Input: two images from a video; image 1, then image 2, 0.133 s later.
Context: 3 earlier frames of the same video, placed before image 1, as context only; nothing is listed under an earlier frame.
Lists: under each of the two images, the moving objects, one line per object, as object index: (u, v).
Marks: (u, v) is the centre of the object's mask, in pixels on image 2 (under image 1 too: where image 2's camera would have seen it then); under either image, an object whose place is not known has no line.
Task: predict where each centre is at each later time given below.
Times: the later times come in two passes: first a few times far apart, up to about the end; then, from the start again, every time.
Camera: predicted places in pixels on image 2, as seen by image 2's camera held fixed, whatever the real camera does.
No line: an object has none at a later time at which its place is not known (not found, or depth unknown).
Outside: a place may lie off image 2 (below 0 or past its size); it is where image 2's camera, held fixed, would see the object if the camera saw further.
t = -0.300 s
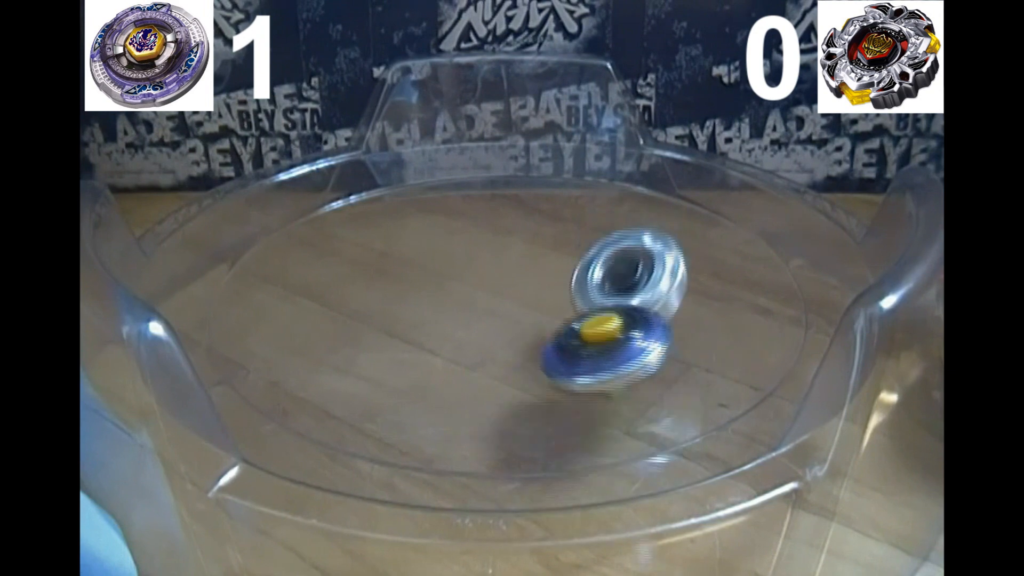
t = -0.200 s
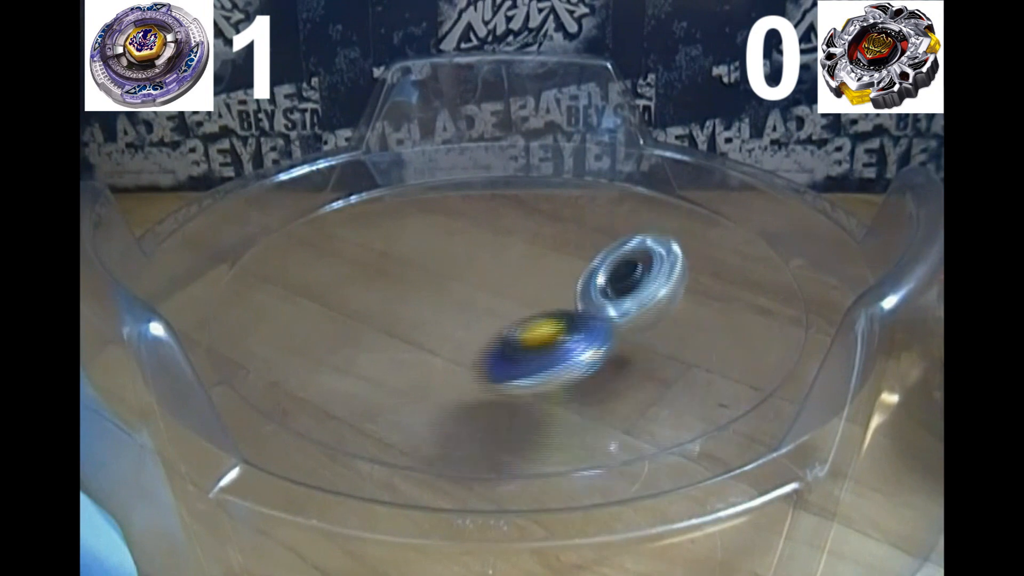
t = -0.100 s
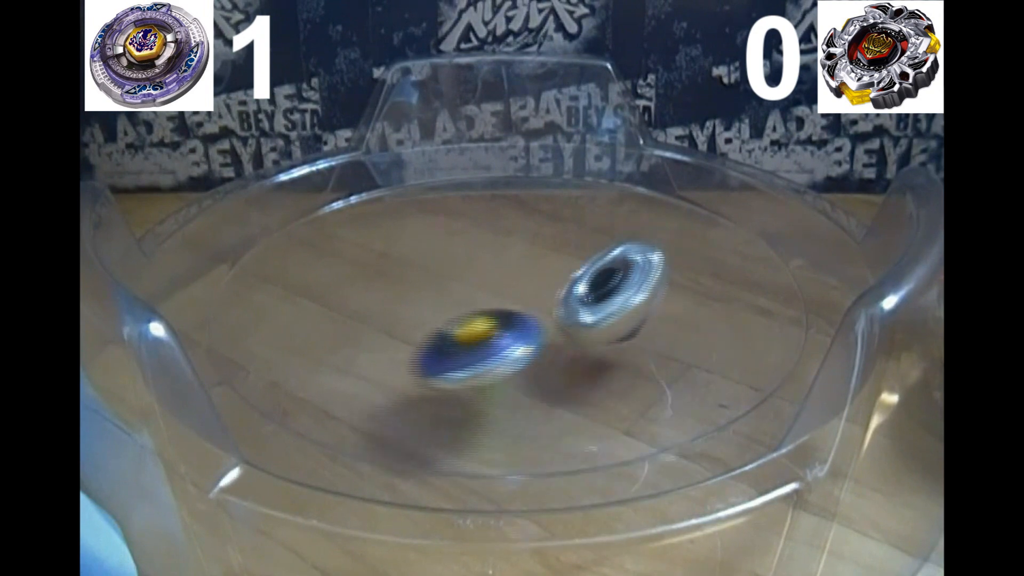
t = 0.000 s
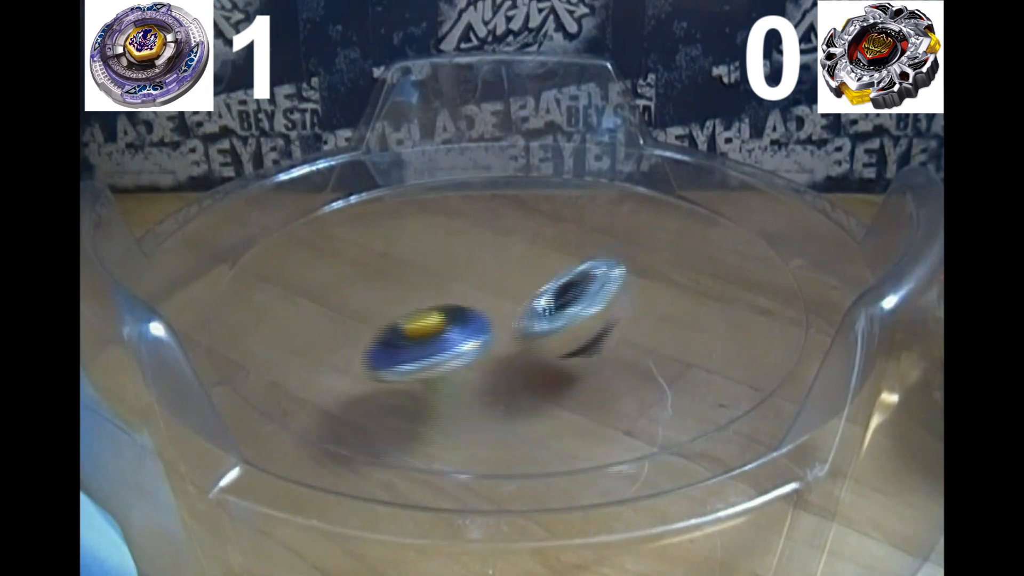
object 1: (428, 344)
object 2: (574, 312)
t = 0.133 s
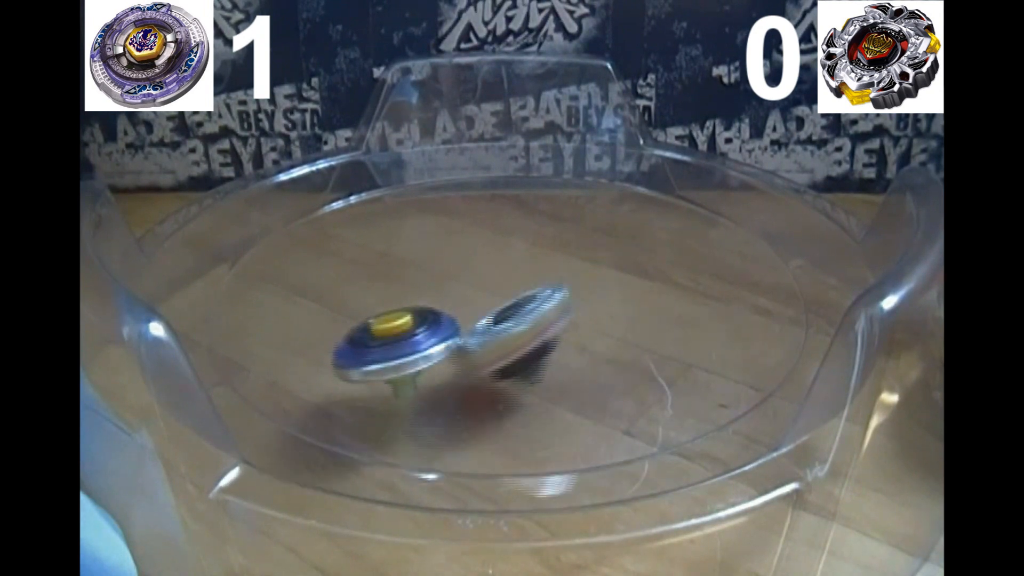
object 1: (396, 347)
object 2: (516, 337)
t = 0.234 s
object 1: (370, 349)
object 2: (500, 352)
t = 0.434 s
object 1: (311, 334)
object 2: (513, 361)
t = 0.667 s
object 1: (332, 339)
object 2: (456, 323)
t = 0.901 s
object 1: (431, 331)
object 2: (365, 262)
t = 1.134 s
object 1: (493, 300)
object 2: (355, 210)
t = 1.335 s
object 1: (469, 283)
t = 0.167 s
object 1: (390, 348)
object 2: (506, 343)
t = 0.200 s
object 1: (379, 348)
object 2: (504, 346)
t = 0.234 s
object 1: (370, 349)
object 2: (500, 352)
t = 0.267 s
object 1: (365, 350)
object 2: (495, 355)
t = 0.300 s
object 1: (362, 351)
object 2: (489, 357)
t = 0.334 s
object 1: (348, 347)
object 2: (494, 356)
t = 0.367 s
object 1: (331, 342)
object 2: (504, 357)
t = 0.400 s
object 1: (320, 337)
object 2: (510, 361)
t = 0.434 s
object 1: (311, 334)
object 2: (513, 361)
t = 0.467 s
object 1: (307, 331)
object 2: (513, 359)
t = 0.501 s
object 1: (306, 331)
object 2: (510, 355)
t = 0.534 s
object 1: (307, 331)
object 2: (505, 350)
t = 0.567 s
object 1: (311, 332)
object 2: (495, 344)
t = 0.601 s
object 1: (317, 331)
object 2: (484, 339)
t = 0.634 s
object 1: (323, 333)
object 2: (471, 331)
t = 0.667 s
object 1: (332, 339)
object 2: (456, 323)
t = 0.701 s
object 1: (343, 340)
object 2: (441, 315)
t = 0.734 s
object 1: (356, 341)
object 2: (429, 304)
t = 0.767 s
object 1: (372, 336)
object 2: (414, 292)
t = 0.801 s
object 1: (384, 335)
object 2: (399, 283)
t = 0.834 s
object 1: (400, 333)
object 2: (387, 277)
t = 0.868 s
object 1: (414, 334)
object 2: (376, 271)
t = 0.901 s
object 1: (431, 331)
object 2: (365, 262)
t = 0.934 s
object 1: (445, 327)
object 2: (357, 253)
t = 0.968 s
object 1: (456, 324)
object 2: (350, 243)
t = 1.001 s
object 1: (468, 319)
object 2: (346, 234)
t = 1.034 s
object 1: (477, 314)
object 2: (345, 226)
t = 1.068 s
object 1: (485, 309)
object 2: (346, 219)
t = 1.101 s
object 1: (490, 305)
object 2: (349, 214)
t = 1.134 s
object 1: (493, 300)
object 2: (355, 210)
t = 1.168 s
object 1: (493, 294)
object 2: (363, 207)
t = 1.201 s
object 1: (491, 290)
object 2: (373, 205)
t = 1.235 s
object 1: (486, 284)
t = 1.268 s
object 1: (479, 277)
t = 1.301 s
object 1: (471, 272)
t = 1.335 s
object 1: (469, 283)
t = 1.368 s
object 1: (470, 305)
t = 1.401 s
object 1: (474, 332)
